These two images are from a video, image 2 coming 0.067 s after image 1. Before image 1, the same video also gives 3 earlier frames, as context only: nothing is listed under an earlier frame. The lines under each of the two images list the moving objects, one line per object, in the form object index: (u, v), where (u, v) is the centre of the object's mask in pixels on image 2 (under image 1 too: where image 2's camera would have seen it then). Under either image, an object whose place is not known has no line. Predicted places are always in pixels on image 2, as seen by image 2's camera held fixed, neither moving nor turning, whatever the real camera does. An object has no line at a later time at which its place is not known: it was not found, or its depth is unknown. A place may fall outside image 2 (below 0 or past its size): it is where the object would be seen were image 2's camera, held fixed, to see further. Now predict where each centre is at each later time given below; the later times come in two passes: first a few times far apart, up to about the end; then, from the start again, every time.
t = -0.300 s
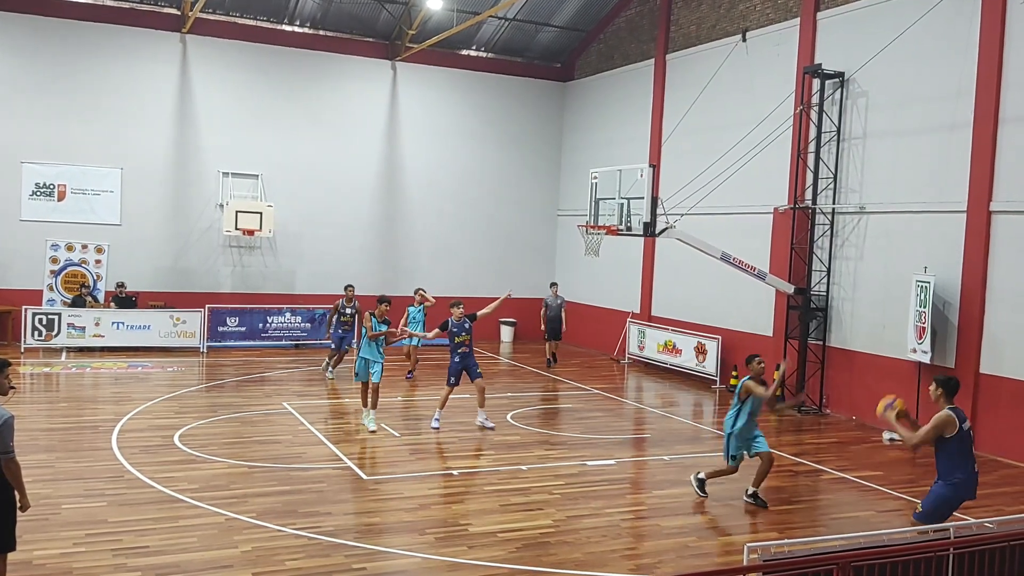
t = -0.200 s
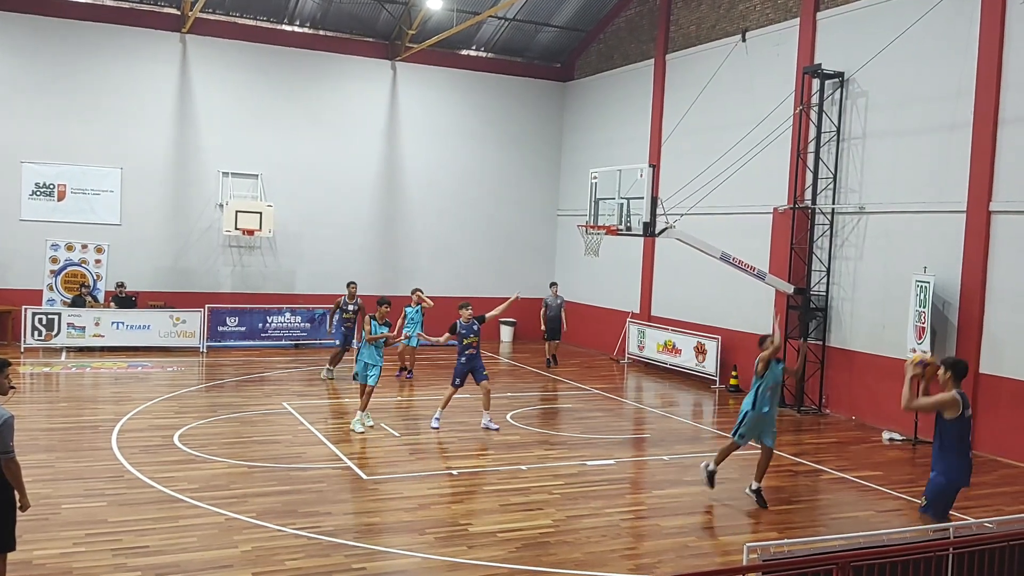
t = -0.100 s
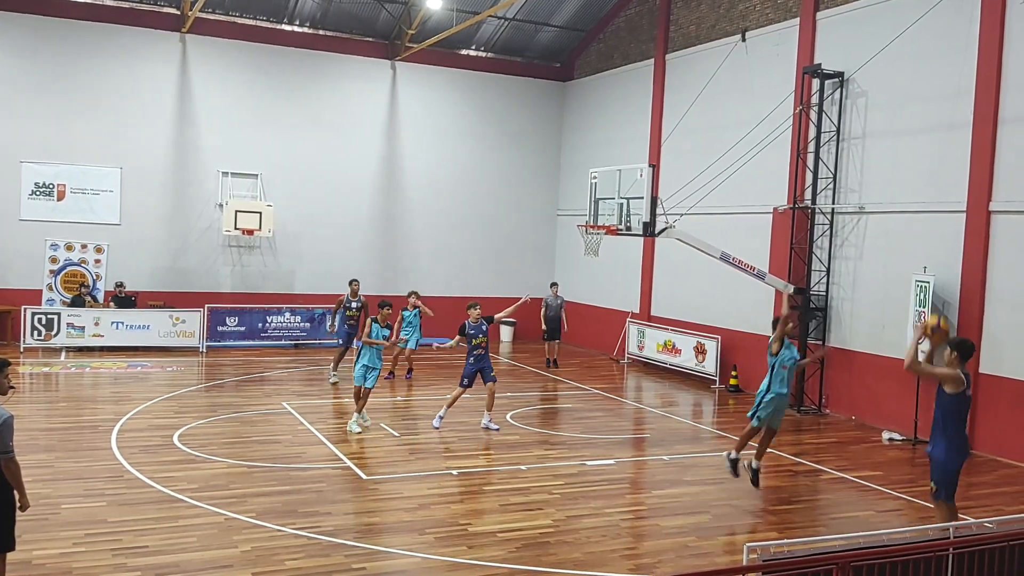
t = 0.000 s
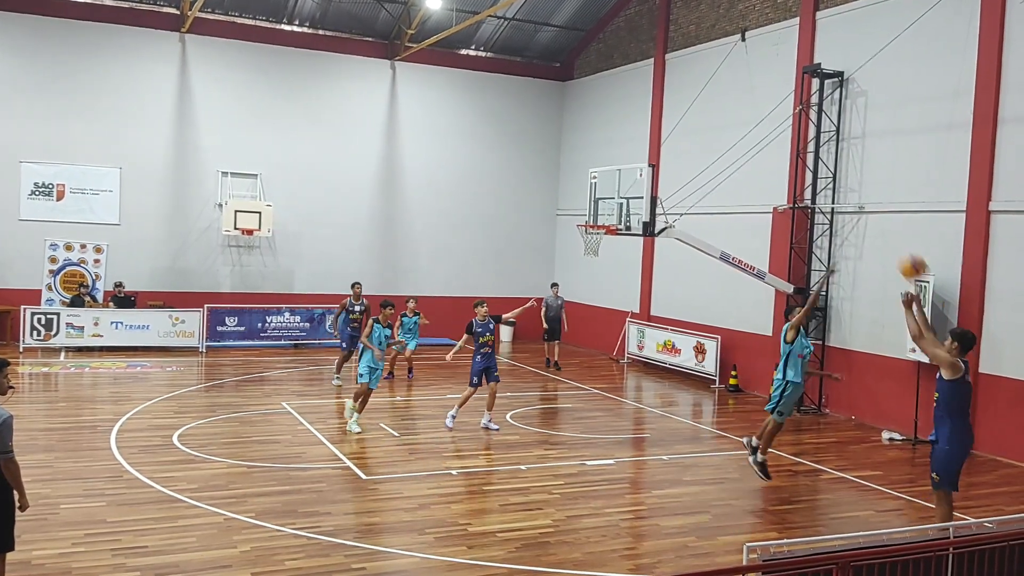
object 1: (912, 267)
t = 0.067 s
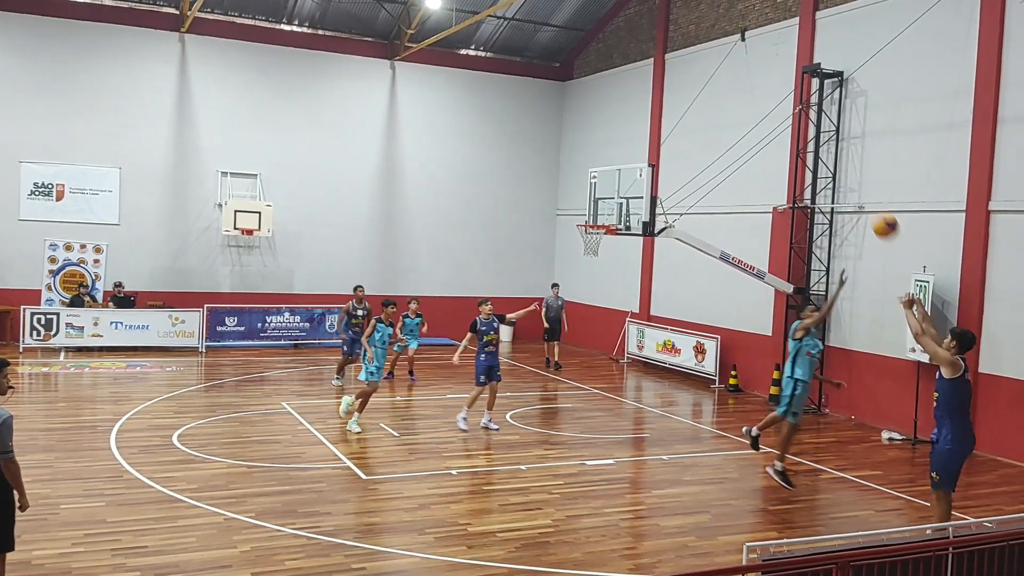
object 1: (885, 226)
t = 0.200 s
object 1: (836, 165)
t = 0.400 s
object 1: (772, 118)
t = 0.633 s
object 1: (710, 112)
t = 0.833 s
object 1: (663, 138)
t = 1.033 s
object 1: (624, 188)
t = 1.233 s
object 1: (592, 202)
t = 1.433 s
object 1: (566, 184)
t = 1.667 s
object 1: (535, 194)
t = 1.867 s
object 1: (509, 226)
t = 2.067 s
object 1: (485, 277)
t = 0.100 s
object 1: (872, 208)
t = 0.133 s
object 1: (859, 192)
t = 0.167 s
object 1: (847, 177)
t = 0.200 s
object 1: (836, 165)
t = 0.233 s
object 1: (824, 154)
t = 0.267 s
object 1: (813, 143)
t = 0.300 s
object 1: (802, 135)
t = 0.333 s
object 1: (792, 129)
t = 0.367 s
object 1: (781, 123)
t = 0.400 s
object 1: (772, 118)
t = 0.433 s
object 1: (762, 114)
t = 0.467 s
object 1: (752, 111)
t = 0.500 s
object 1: (743, 109)
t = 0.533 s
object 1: (734, 108)
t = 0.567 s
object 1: (726, 108)
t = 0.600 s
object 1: (718, 110)
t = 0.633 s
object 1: (710, 112)
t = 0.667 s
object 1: (702, 114)
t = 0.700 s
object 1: (693, 118)
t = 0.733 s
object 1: (686, 122)
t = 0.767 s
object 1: (678, 127)
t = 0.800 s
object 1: (671, 133)
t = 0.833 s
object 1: (663, 138)
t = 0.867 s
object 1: (657, 145)
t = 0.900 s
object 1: (651, 153)
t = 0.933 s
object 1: (644, 160)
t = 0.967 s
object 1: (637, 169)
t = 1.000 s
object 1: (631, 177)
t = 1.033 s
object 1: (624, 188)
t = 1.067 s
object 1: (618, 197)
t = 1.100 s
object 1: (611, 207)
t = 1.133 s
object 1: (607, 217)
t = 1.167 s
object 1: (602, 214)
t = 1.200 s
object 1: (597, 208)
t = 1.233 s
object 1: (592, 202)
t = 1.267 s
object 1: (588, 197)
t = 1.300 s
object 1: (583, 194)
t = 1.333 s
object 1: (579, 190)
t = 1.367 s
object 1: (574, 187)
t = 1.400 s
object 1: (570, 185)
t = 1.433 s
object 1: (566, 184)
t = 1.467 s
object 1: (561, 183)
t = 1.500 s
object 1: (556, 183)
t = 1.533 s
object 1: (552, 184)
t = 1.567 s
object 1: (548, 185)
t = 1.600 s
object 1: (544, 187)
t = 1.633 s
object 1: (539, 190)
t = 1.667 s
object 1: (535, 194)
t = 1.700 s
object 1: (530, 197)
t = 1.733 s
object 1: (526, 202)
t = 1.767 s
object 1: (522, 207)
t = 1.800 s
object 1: (518, 213)
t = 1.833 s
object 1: (513, 219)
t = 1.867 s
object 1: (509, 226)
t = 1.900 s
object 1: (505, 233)
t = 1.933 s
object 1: (501, 241)
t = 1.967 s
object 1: (497, 250)
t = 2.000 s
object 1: (493, 259)
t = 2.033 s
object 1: (489, 268)
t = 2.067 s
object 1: (485, 277)
